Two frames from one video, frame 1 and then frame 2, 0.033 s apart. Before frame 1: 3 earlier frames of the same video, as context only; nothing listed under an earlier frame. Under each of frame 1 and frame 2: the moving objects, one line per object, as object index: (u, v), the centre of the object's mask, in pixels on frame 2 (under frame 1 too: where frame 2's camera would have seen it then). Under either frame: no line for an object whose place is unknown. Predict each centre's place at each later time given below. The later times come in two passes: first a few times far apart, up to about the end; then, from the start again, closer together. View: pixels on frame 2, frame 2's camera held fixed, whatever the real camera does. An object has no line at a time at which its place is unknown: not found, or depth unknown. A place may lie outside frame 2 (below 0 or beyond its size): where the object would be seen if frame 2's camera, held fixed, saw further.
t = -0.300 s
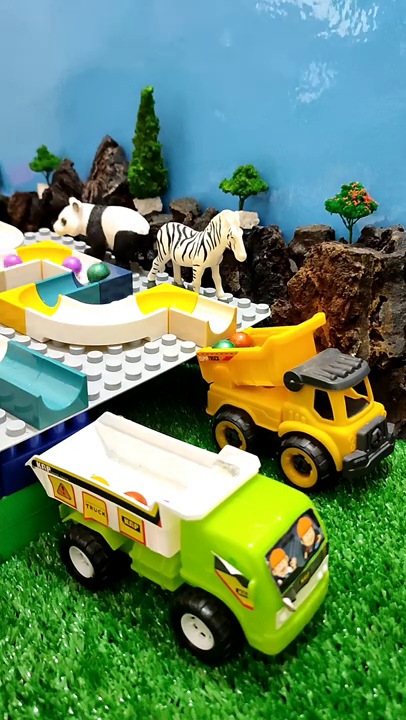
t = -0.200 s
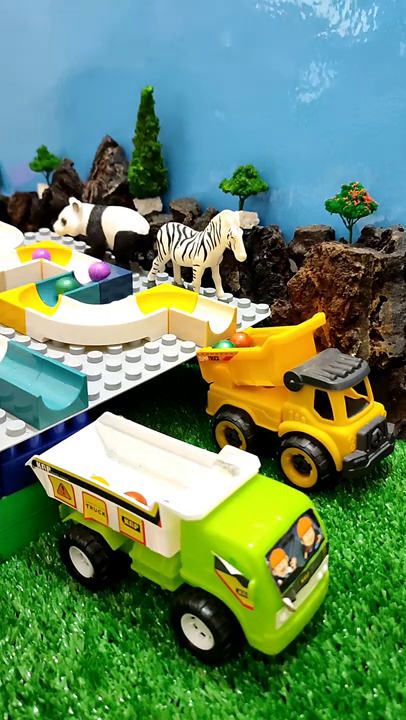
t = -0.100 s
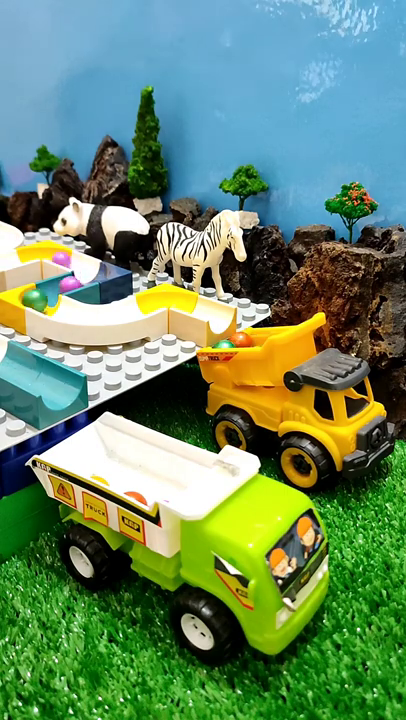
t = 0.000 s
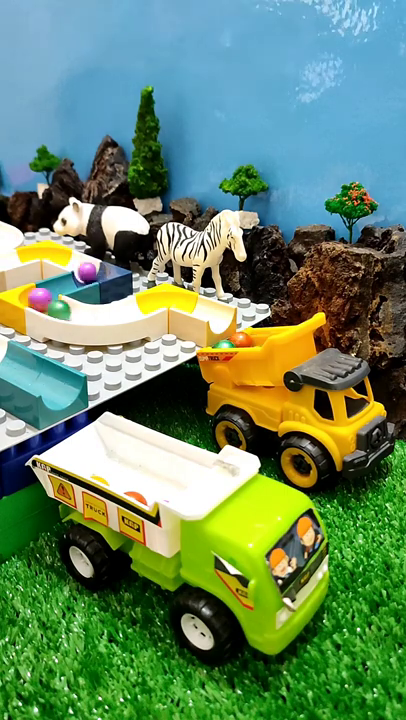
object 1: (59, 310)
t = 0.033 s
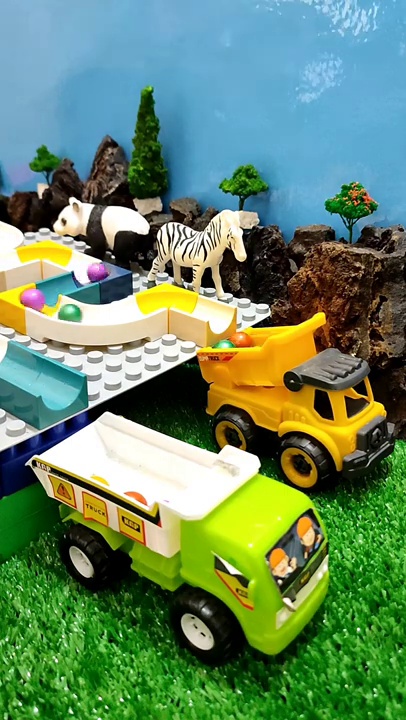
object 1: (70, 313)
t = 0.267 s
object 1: (154, 303)
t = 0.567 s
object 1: (246, 337)
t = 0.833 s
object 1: (246, 340)
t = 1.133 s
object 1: (246, 340)
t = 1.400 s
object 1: (246, 340)
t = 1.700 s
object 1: (246, 341)
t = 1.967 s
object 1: (246, 341)
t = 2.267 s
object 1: (246, 340)
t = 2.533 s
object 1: (246, 340)
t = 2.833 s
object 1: (246, 341)
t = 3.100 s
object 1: (246, 341)
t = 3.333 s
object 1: (246, 341)
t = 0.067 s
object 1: (81, 315)
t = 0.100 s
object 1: (93, 315)
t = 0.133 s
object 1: (107, 316)
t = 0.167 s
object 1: (121, 314)
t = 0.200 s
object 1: (135, 310)
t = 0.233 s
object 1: (147, 306)
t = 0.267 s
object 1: (154, 303)
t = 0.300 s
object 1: (162, 298)
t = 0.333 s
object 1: (170, 299)
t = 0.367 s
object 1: (180, 302)
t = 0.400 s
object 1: (190, 305)
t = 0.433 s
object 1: (202, 309)
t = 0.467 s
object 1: (213, 315)
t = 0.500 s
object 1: (222, 321)
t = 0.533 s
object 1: (234, 328)
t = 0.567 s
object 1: (246, 337)
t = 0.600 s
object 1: (247, 339)
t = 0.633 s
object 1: (246, 340)
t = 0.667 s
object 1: (246, 340)
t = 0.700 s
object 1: (246, 340)
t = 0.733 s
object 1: (246, 340)
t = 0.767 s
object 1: (246, 340)
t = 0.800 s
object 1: (246, 340)
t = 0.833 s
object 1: (246, 340)
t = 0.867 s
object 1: (247, 340)
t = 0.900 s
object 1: (246, 340)
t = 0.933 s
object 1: (246, 340)
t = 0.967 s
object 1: (246, 340)
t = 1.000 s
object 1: (246, 340)
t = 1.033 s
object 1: (246, 340)
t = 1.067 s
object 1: (246, 340)
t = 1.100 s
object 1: (246, 340)
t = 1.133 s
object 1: (246, 340)
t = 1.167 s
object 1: (246, 340)
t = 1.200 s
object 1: (246, 340)
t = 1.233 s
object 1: (246, 340)
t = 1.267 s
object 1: (246, 340)
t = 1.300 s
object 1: (246, 340)
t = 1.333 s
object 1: (246, 340)
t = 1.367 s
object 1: (246, 341)
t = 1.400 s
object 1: (246, 340)
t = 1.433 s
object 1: (246, 340)
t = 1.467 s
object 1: (246, 340)
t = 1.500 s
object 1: (246, 340)
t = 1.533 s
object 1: (246, 341)
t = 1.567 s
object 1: (246, 341)
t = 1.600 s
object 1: (246, 341)
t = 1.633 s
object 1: (246, 341)
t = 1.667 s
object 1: (246, 341)
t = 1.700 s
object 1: (246, 341)
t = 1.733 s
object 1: (246, 341)
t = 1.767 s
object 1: (246, 341)
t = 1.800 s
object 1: (246, 341)
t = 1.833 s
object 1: (246, 341)
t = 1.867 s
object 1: (246, 341)
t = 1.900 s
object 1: (246, 341)
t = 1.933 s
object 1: (246, 341)
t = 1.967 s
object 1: (246, 341)
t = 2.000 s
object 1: (246, 341)
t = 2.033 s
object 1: (246, 341)
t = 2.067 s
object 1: (246, 341)
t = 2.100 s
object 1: (246, 341)
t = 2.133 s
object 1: (246, 341)
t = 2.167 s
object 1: (246, 341)
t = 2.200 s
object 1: (246, 340)
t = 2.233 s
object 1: (246, 341)
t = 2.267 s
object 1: (246, 340)
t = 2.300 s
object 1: (246, 341)
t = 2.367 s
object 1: (246, 341)
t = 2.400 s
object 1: (246, 340)
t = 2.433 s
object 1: (246, 341)
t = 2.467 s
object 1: (246, 340)
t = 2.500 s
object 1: (246, 341)
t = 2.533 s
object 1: (246, 340)
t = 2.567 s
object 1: (246, 340)
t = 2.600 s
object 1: (246, 340)
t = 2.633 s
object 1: (246, 340)
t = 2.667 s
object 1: (246, 341)
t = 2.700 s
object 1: (246, 340)
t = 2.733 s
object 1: (246, 341)
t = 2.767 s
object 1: (246, 340)
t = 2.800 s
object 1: (246, 341)
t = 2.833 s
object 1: (246, 341)
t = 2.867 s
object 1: (246, 341)
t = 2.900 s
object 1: (246, 340)
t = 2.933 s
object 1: (246, 341)
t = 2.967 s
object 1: (246, 340)
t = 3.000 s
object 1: (246, 341)
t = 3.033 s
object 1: (246, 341)
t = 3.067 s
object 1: (246, 341)
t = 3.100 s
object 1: (246, 341)
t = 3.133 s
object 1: (246, 340)
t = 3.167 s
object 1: (246, 341)
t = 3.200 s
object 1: (246, 340)
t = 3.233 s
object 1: (246, 340)
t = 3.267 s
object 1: (246, 341)
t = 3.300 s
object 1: (246, 340)
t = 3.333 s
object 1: (246, 341)
